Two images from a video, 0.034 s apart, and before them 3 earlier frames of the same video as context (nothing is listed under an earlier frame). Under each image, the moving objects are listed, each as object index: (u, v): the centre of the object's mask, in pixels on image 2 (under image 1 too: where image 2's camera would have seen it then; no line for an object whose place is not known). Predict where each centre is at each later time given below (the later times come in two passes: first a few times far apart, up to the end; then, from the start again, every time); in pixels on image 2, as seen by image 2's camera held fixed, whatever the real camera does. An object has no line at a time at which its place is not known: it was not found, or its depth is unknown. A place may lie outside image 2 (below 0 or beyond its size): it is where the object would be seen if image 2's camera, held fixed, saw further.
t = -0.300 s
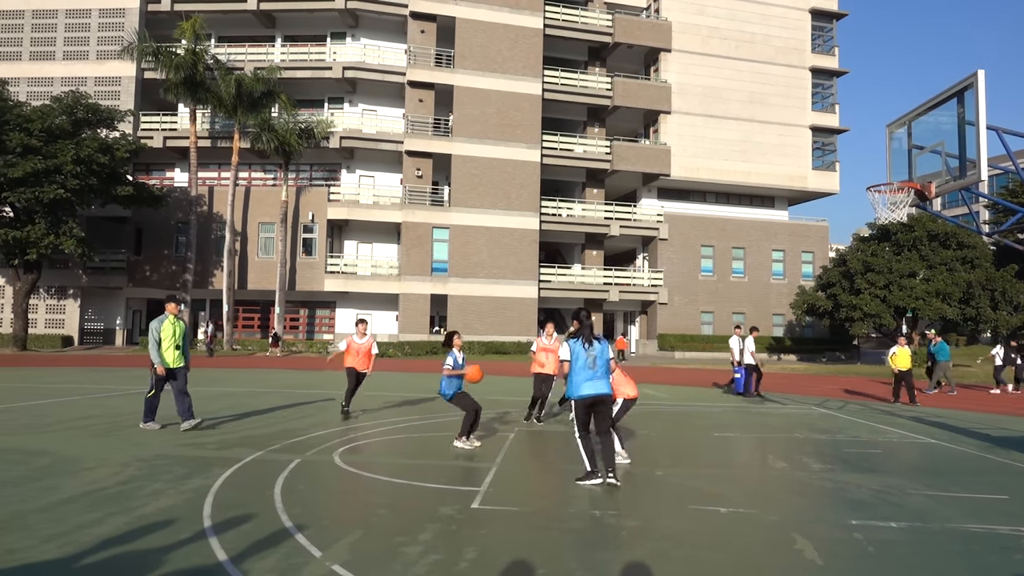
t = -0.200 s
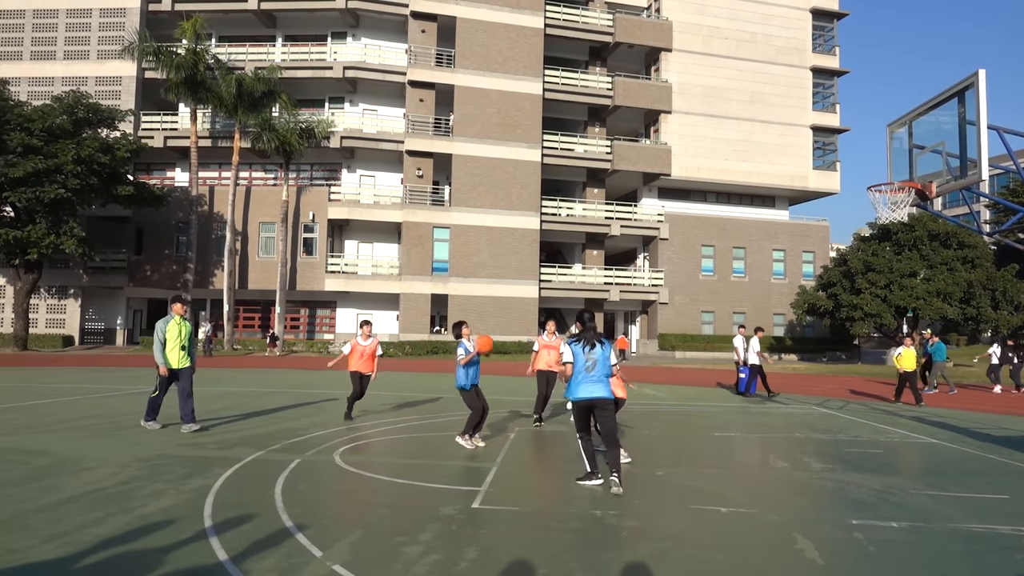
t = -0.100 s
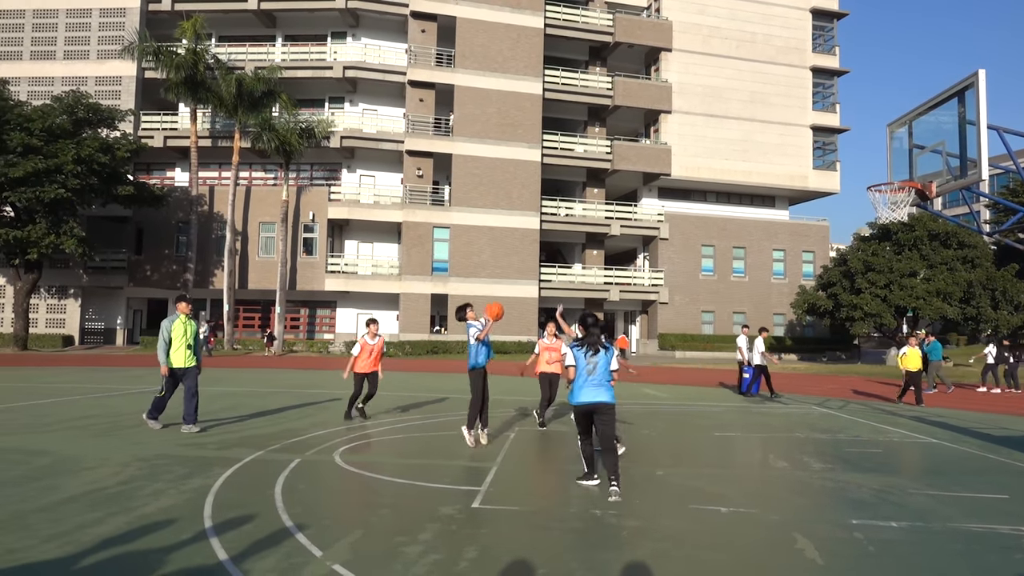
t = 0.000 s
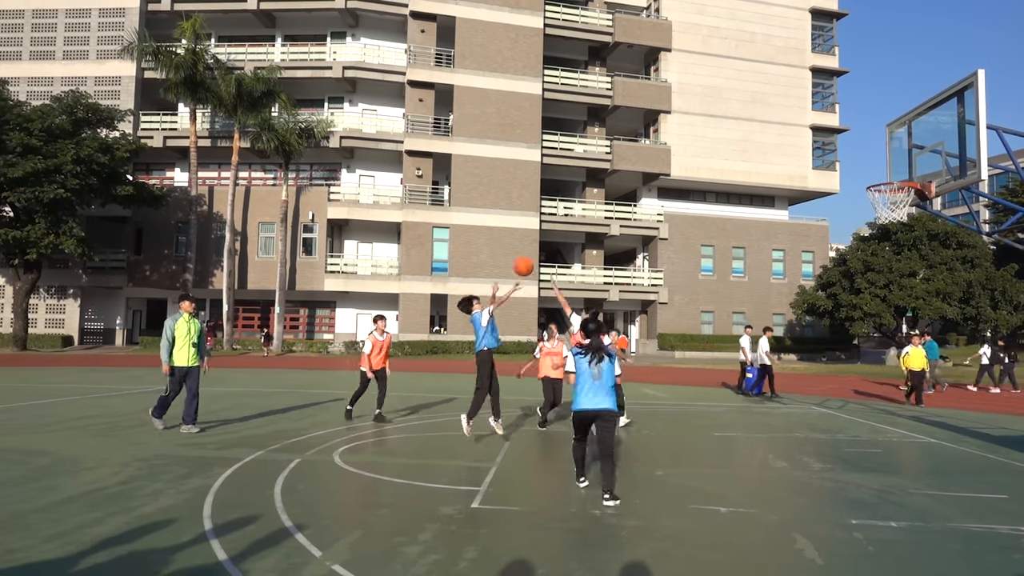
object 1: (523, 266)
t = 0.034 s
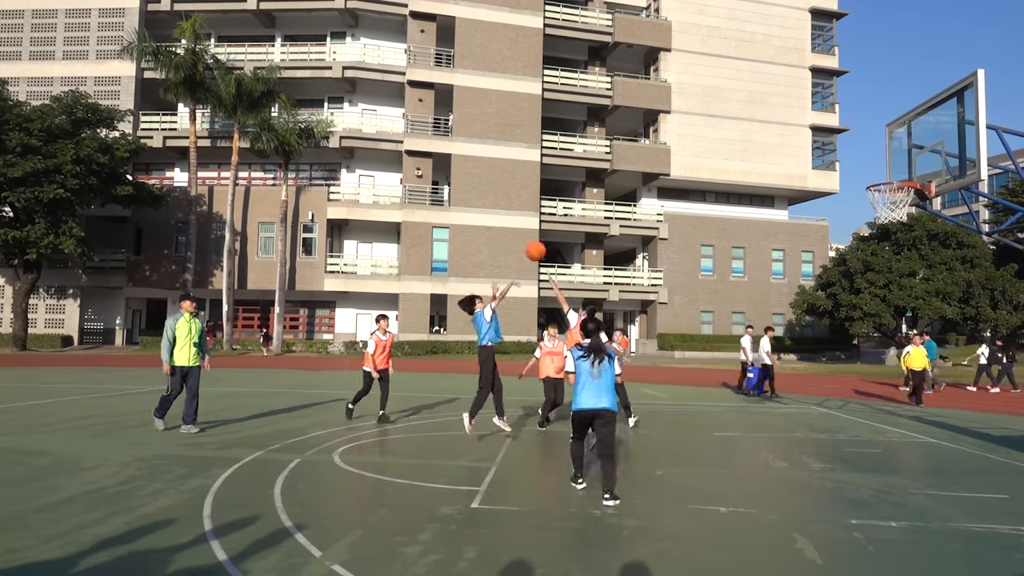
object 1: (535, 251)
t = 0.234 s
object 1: (609, 178)
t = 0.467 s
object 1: (696, 133)
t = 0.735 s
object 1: (800, 137)
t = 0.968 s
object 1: (873, 168)
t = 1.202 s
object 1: (867, 150)
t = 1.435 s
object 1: (860, 188)
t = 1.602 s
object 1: (856, 259)
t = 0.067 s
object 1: (548, 236)
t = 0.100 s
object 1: (560, 223)
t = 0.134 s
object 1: (572, 210)
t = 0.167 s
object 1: (585, 199)
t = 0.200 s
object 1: (597, 188)
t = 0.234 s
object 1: (609, 178)
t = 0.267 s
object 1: (621, 168)
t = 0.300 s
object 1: (634, 160)
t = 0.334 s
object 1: (646, 153)
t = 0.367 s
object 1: (659, 147)
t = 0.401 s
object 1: (671, 141)
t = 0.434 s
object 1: (683, 137)
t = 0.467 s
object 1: (696, 133)
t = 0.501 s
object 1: (709, 130)
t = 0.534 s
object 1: (722, 128)
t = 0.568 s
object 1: (734, 127)
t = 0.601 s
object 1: (747, 127)
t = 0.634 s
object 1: (760, 128)
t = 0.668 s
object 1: (774, 130)
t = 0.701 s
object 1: (787, 133)
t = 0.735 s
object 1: (800, 137)
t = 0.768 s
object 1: (814, 142)
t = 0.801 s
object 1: (827, 148)
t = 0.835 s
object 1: (841, 155)
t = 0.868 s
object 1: (854, 163)
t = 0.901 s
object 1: (868, 172)
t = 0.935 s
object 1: (873, 174)
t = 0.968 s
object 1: (873, 168)
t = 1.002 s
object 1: (872, 163)
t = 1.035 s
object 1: (871, 158)
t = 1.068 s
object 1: (870, 154)
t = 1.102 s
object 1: (870, 152)
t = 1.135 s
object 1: (869, 150)
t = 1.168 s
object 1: (868, 149)
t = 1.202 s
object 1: (867, 150)
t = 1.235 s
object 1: (866, 152)
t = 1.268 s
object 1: (865, 155)
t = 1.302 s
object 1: (864, 159)
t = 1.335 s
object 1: (863, 164)
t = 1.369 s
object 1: (862, 171)
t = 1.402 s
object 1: (861, 179)
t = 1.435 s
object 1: (860, 188)
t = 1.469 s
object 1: (859, 199)
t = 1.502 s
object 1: (858, 212)
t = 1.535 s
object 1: (857, 226)
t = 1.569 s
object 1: (857, 241)
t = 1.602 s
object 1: (856, 259)
